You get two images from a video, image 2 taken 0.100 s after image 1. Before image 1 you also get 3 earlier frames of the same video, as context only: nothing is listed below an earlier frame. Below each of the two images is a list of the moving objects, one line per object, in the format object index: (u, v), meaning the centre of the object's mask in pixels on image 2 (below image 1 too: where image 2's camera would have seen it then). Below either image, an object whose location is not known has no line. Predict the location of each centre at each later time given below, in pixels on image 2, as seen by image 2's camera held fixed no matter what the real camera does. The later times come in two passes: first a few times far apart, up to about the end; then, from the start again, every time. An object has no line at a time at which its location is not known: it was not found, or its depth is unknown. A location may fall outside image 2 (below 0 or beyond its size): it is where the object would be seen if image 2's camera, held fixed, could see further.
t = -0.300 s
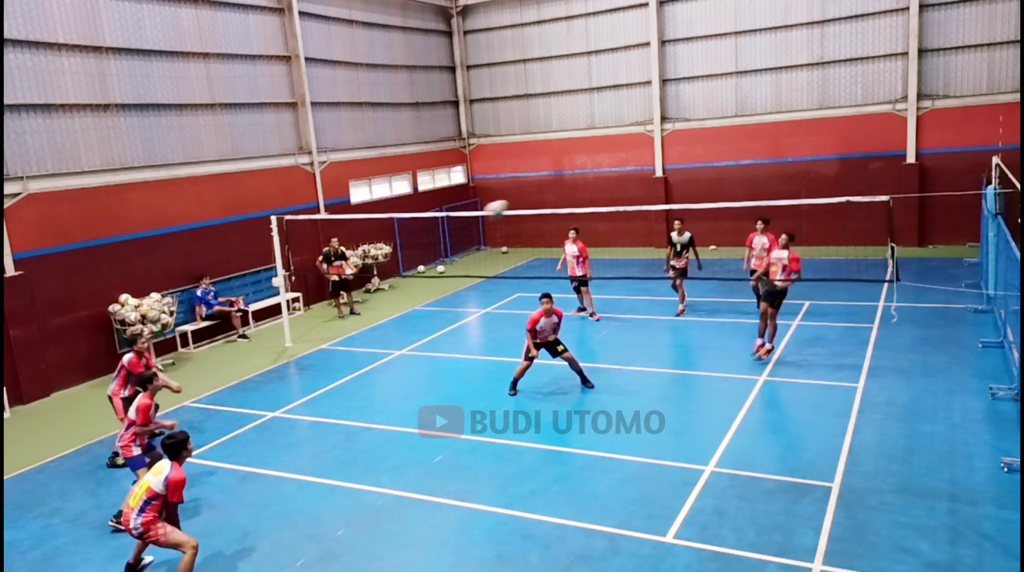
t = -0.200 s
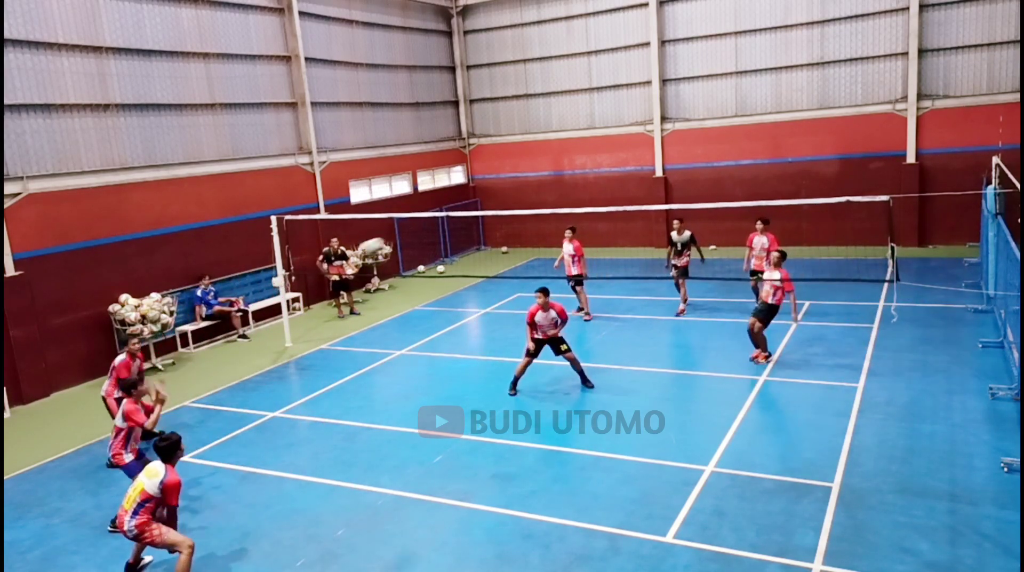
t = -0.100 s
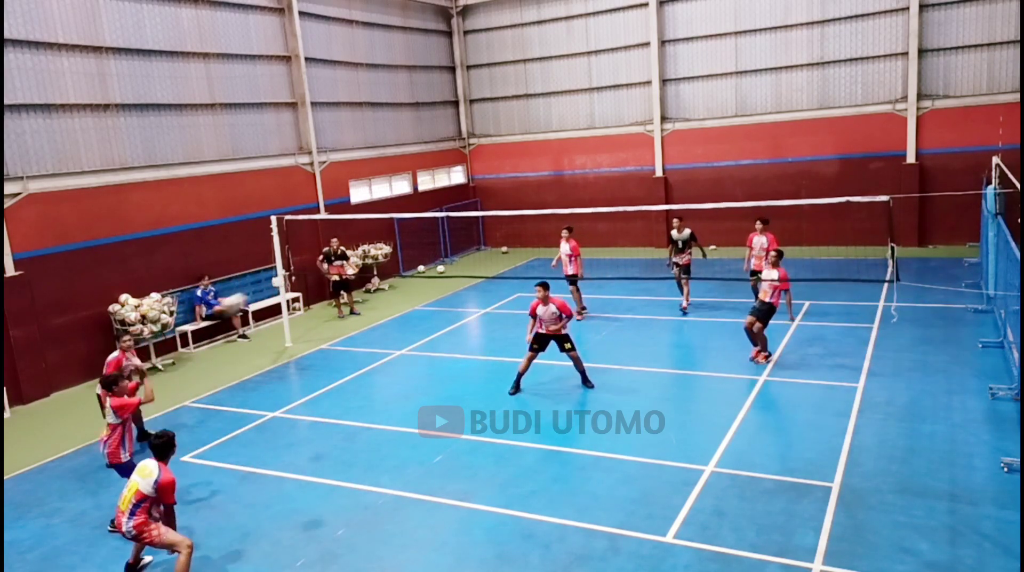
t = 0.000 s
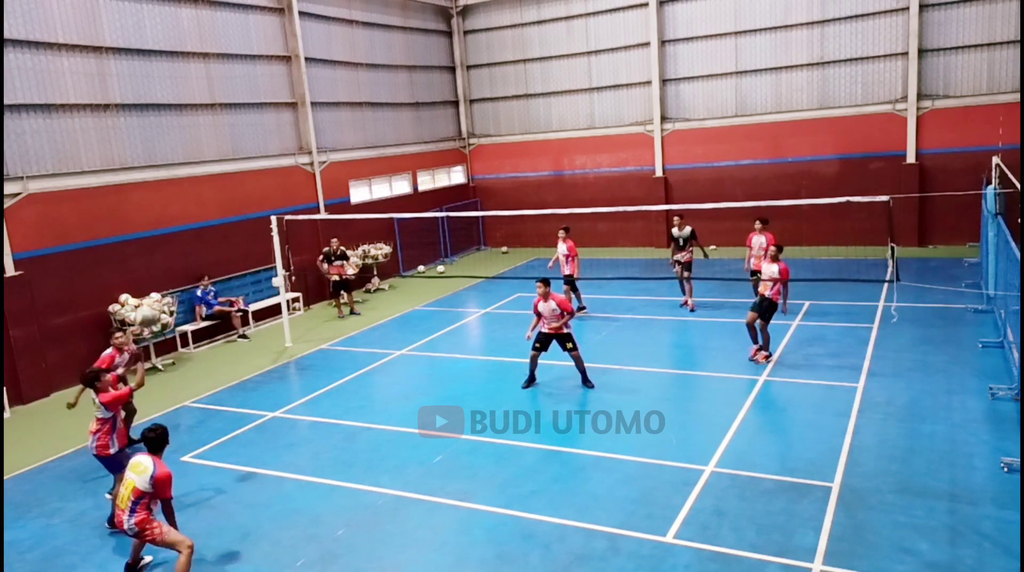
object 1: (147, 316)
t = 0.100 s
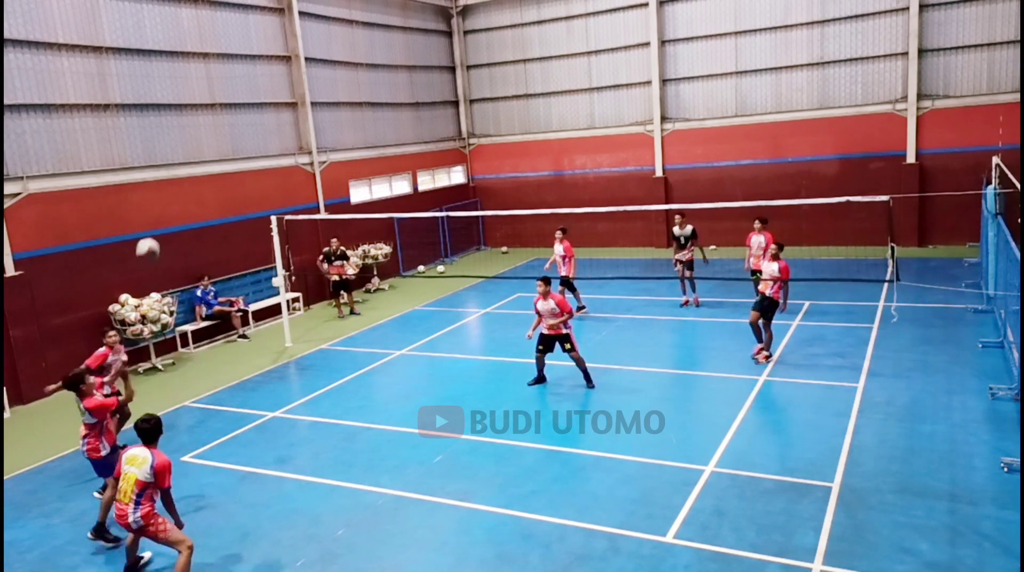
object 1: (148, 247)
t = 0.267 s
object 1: (156, 156)
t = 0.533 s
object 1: (177, 66)
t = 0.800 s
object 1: (208, 51)
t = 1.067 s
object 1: (248, 106)
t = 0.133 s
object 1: (149, 227)
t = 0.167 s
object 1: (150, 209)
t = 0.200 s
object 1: (152, 191)
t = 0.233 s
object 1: (154, 173)
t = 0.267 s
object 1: (156, 156)
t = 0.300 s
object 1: (157, 142)
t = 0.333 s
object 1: (160, 127)
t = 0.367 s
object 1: (163, 114)
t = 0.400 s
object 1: (165, 103)
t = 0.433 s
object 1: (168, 92)
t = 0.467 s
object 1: (171, 83)
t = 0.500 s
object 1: (174, 74)
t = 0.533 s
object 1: (177, 66)
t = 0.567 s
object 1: (181, 61)
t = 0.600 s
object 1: (184, 56)
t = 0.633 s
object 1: (187, 53)
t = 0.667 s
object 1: (192, 50)
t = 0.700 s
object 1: (196, 48)
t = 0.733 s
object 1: (200, 48)
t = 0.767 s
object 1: (204, 49)
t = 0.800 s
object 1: (208, 51)
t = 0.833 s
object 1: (213, 54)
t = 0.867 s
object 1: (218, 58)
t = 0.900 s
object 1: (223, 63)
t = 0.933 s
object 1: (228, 70)
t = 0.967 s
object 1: (233, 77)
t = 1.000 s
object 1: (238, 86)
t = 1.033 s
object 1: (243, 95)
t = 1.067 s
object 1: (248, 106)
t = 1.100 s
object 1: (254, 117)
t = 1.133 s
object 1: (260, 129)
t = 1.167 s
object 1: (266, 143)
